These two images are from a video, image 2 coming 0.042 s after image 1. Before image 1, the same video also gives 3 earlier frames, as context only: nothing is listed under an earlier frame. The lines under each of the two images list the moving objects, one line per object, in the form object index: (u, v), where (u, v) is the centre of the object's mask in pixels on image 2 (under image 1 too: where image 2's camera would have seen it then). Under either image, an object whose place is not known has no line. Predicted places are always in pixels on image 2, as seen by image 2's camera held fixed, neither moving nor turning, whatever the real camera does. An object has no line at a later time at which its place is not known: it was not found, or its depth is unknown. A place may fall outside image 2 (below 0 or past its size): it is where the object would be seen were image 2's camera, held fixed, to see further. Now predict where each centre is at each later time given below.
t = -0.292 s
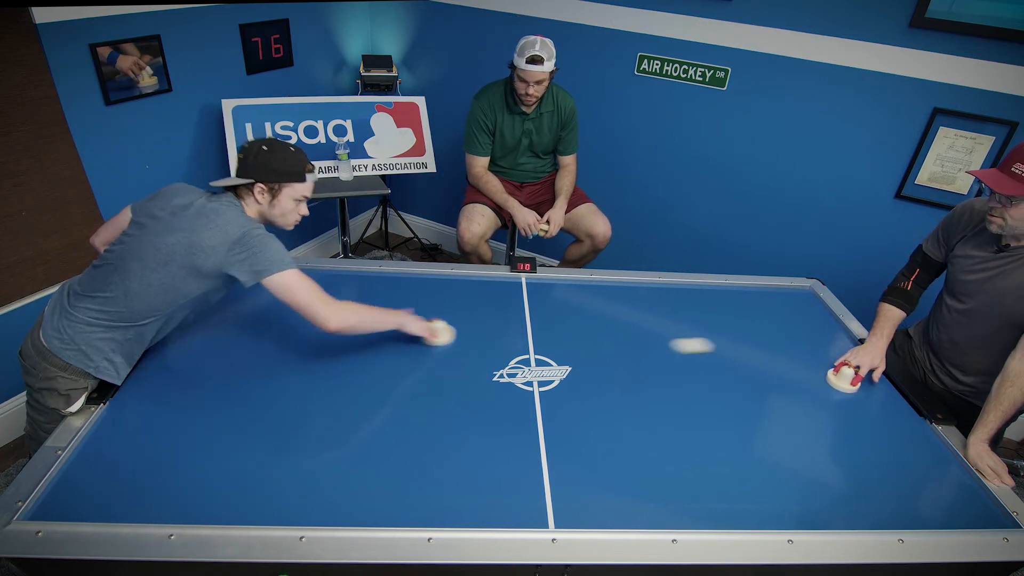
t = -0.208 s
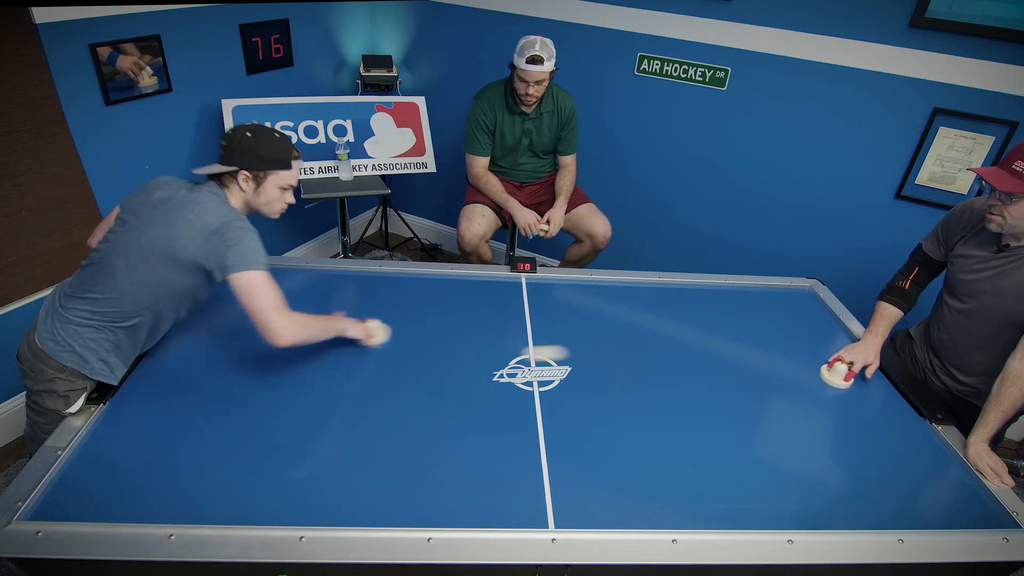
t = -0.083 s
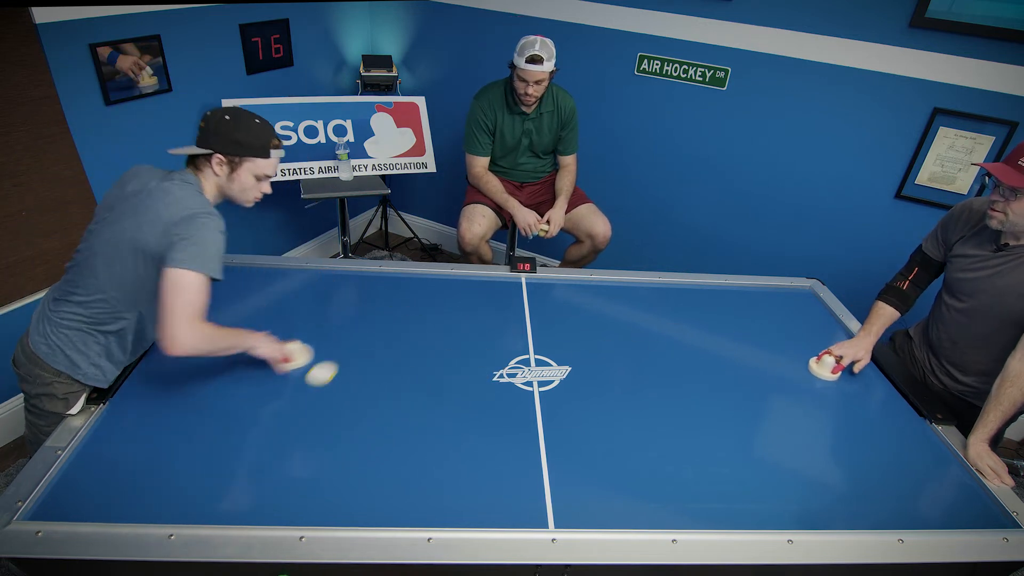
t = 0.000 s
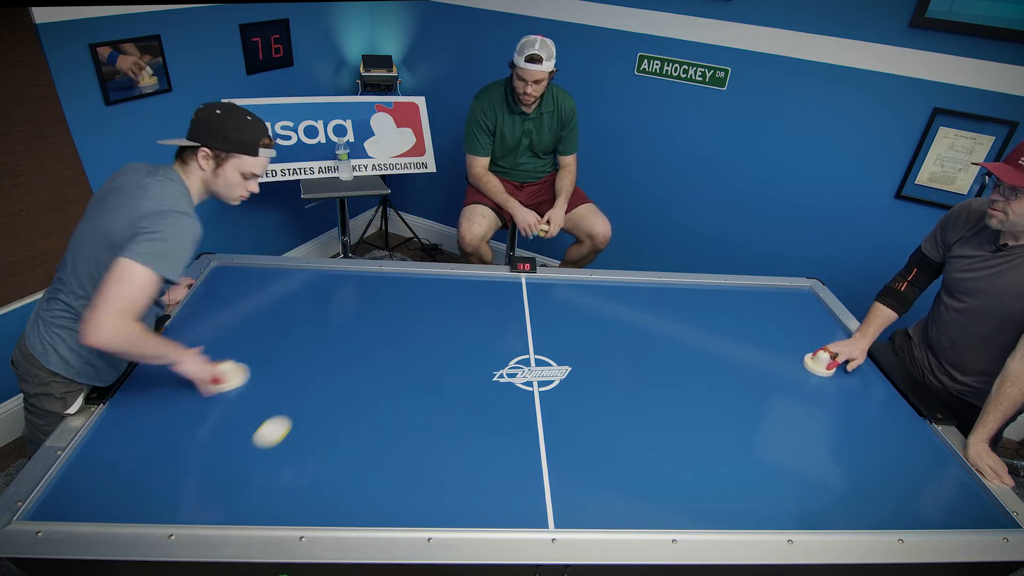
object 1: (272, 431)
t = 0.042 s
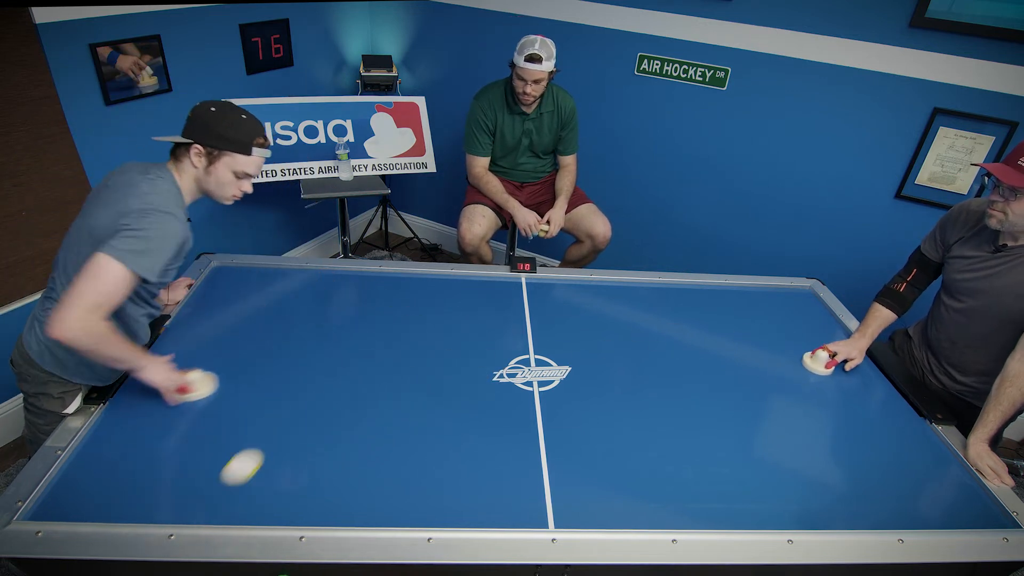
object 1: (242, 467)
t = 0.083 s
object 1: (209, 506)
